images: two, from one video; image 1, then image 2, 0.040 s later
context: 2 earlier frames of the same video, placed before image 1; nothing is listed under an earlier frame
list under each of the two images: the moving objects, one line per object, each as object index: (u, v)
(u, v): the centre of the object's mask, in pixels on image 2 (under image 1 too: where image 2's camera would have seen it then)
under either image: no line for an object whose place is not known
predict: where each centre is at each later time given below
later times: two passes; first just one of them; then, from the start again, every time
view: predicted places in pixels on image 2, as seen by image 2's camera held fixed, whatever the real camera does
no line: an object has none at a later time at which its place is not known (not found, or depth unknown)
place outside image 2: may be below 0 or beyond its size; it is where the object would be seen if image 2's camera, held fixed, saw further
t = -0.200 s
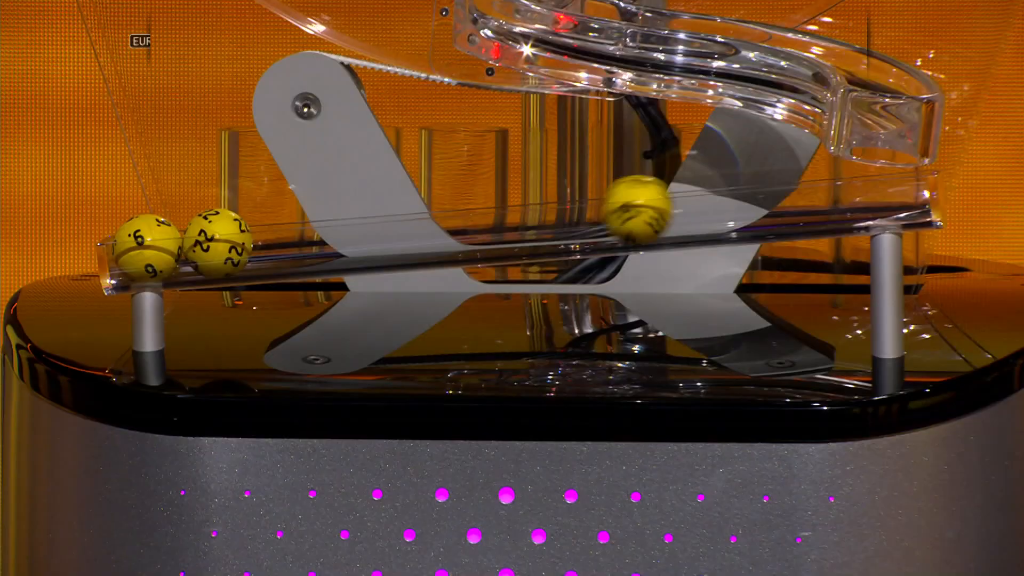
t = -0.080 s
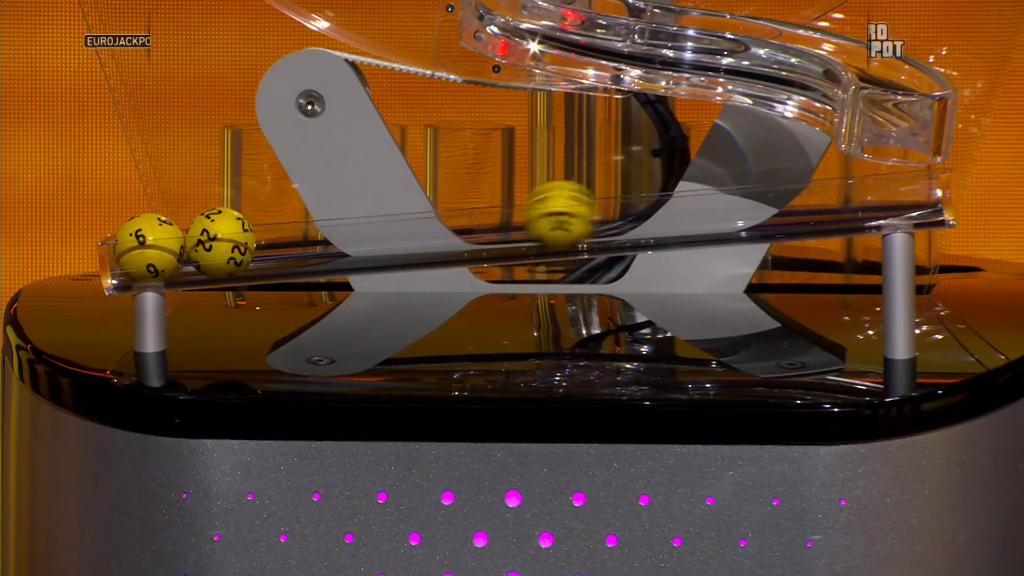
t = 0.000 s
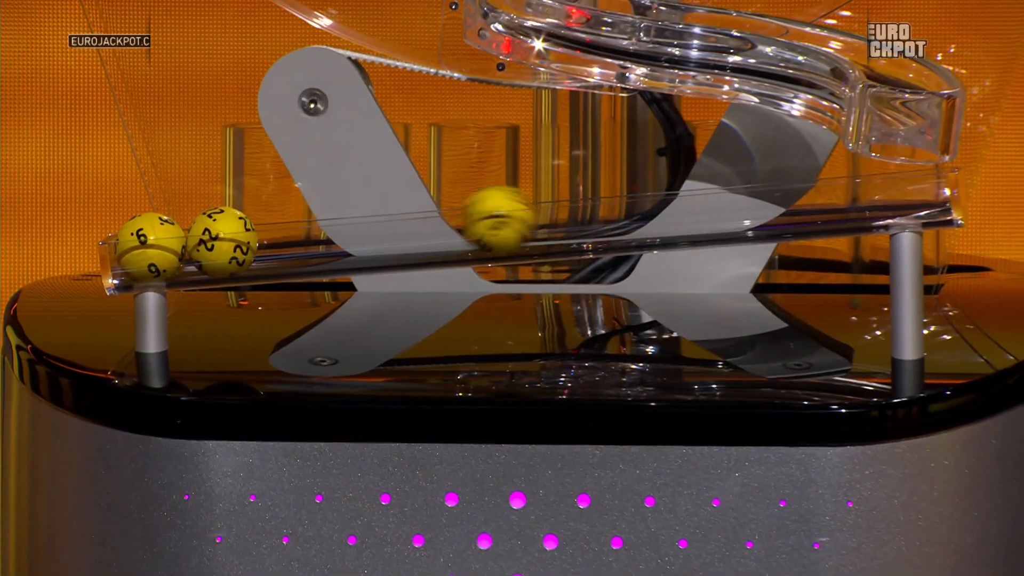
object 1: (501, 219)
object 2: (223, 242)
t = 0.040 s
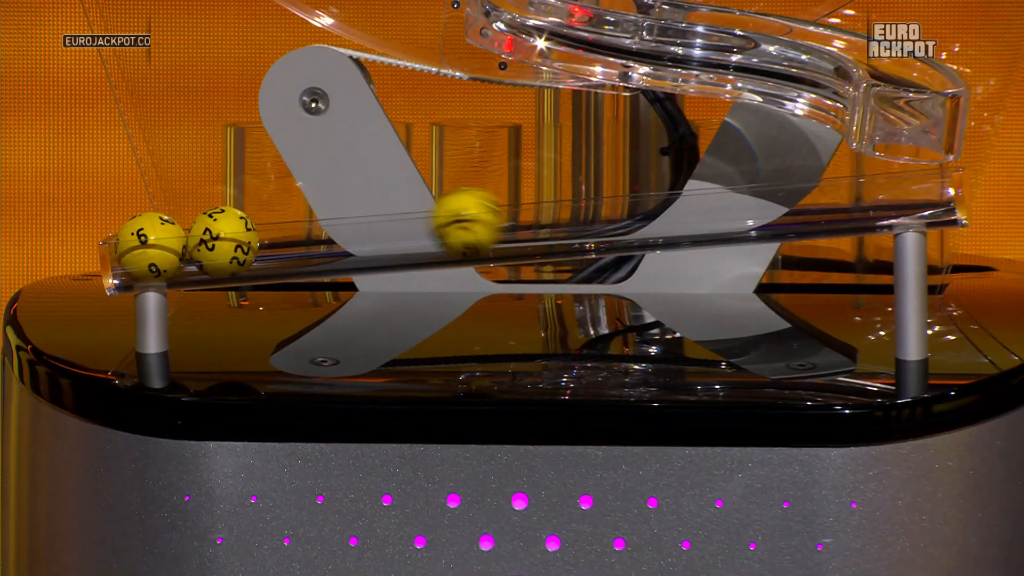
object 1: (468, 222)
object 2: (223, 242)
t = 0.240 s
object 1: (300, 233)
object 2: (225, 241)
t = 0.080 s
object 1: (433, 224)
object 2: (223, 242)
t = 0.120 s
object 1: (395, 228)
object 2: (223, 242)
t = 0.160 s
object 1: (358, 231)
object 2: (223, 242)
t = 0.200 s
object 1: (320, 234)
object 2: (223, 242)
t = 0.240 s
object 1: (300, 233)
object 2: (225, 241)
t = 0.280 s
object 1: (320, 233)
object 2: (233, 241)
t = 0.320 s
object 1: (332, 233)
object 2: (240, 240)
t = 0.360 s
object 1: (337, 233)
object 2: (244, 240)
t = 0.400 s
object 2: (247, 240)
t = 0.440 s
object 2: (249, 240)
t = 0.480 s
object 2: (250, 240)
